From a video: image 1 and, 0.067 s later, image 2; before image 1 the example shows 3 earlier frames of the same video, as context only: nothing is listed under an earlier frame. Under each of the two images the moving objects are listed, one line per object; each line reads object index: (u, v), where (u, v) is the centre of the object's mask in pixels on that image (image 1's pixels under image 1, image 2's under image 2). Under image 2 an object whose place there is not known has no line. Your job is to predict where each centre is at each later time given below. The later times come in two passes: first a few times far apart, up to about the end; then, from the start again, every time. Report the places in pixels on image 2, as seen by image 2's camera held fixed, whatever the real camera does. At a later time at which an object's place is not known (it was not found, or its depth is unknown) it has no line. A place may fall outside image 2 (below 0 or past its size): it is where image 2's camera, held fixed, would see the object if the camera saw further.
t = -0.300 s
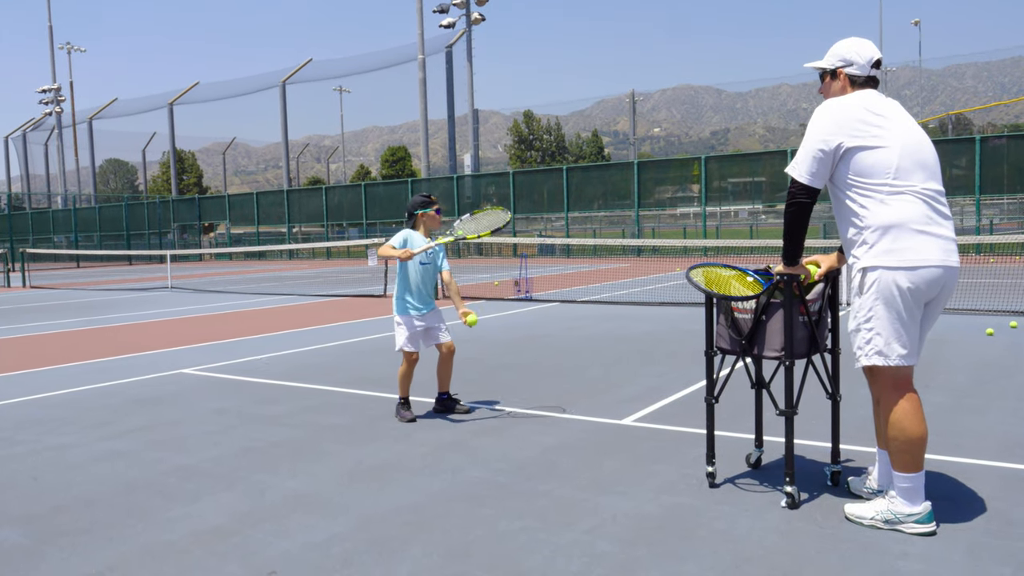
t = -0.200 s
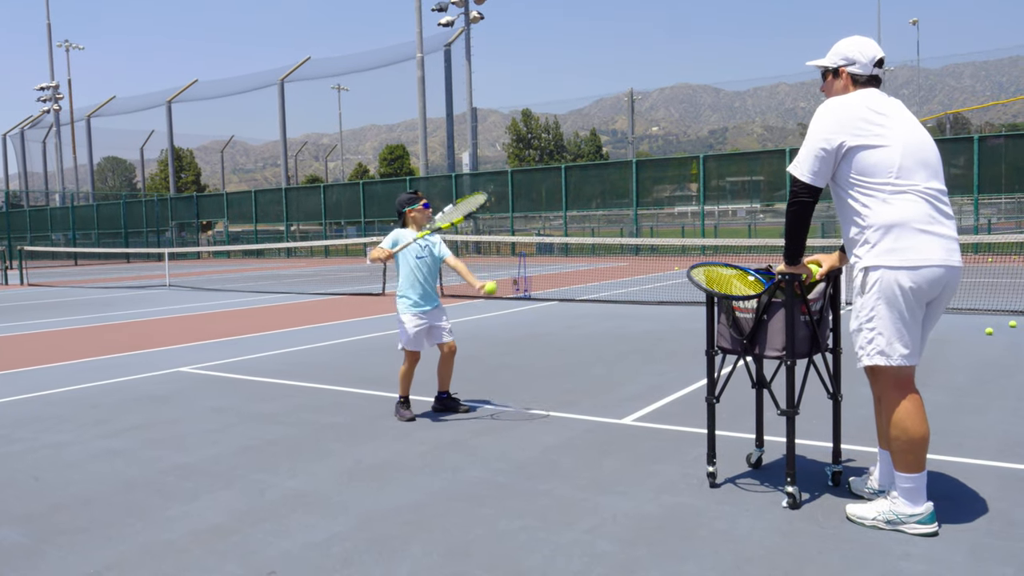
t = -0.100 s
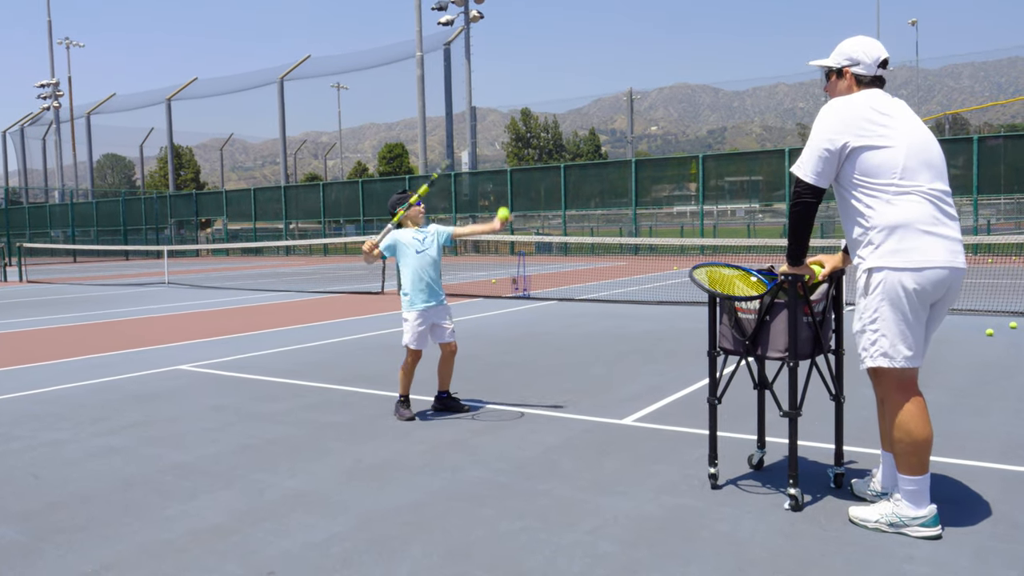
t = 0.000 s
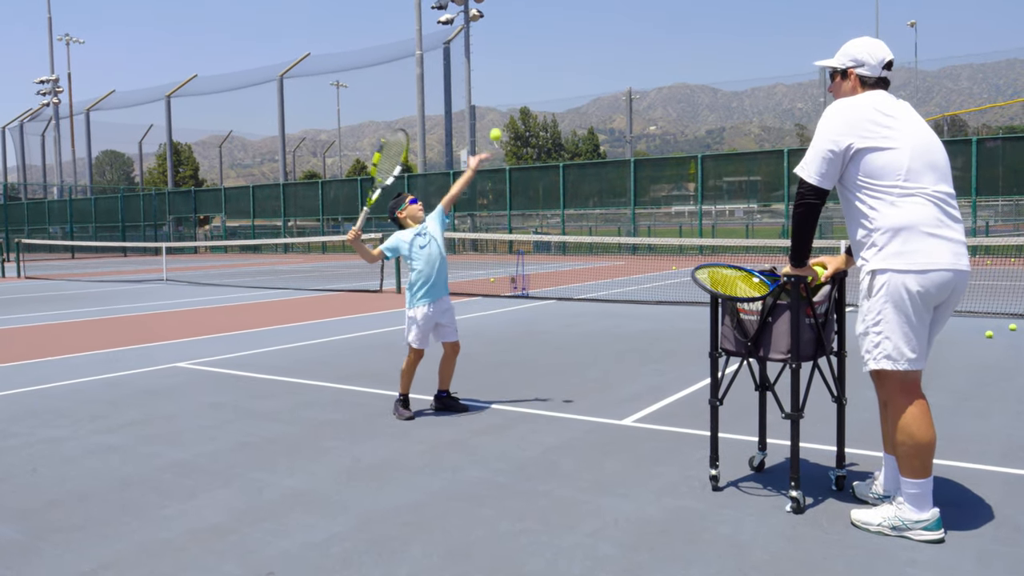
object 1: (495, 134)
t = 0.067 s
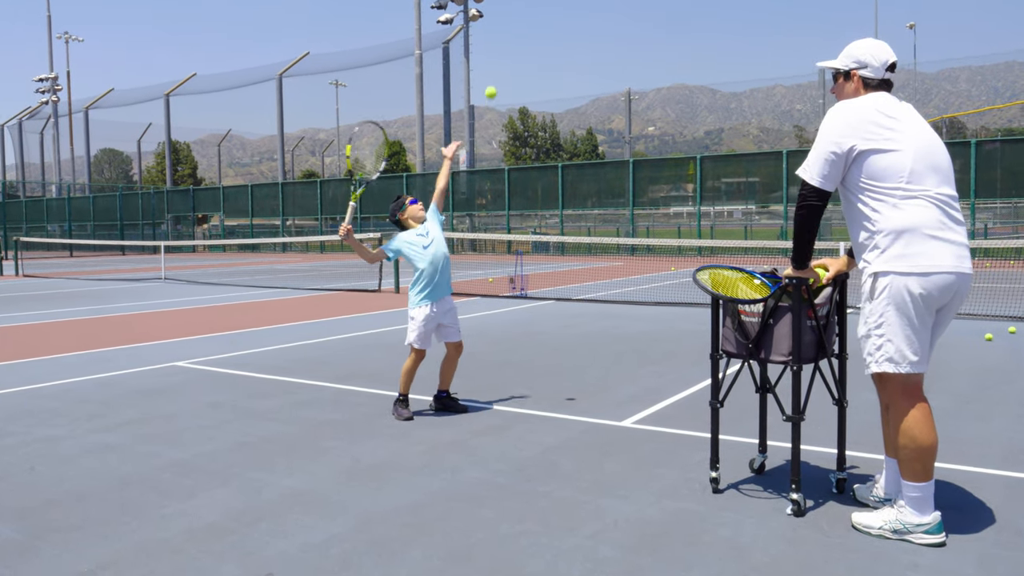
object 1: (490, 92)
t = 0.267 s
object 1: (478, 15)
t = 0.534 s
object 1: (463, 18)
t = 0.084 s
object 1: (490, 83)
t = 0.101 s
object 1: (488, 74)
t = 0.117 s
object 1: (487, 66)
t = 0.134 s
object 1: (486, 58)
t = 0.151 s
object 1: (485, 51)
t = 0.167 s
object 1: (484, 44)
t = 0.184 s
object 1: (483, 38)
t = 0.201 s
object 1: (482, 32)
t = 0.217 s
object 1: (481, 27)
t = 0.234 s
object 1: (480, 23)
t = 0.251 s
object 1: (479, 19)
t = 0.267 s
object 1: (478, 15)
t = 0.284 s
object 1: (477, 12)
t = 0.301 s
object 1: (476, 9)
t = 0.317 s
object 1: (475, 6)
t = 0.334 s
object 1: (474, 4)
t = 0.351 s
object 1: (473, 2)
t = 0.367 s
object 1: (472, 2)
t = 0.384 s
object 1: (471, 2)
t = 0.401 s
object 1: (470, 1)
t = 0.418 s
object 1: (469, 2)
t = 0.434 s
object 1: (468, 2)
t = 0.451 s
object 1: (467, 4)
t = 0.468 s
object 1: (466, 6)
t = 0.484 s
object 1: (465, 8)
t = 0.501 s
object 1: (464, 11)
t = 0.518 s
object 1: (464, 14)
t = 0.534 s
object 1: (463, 18)
